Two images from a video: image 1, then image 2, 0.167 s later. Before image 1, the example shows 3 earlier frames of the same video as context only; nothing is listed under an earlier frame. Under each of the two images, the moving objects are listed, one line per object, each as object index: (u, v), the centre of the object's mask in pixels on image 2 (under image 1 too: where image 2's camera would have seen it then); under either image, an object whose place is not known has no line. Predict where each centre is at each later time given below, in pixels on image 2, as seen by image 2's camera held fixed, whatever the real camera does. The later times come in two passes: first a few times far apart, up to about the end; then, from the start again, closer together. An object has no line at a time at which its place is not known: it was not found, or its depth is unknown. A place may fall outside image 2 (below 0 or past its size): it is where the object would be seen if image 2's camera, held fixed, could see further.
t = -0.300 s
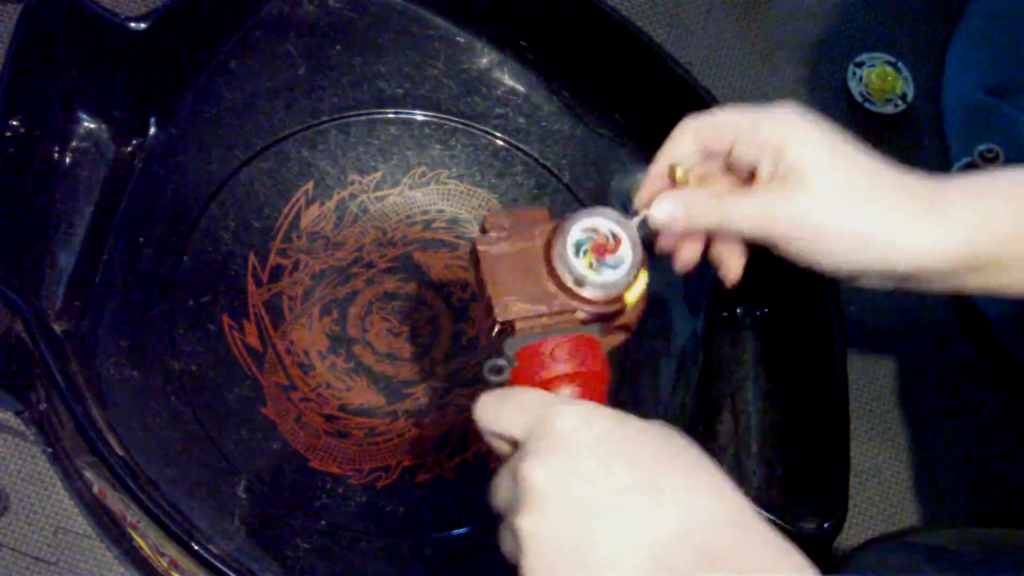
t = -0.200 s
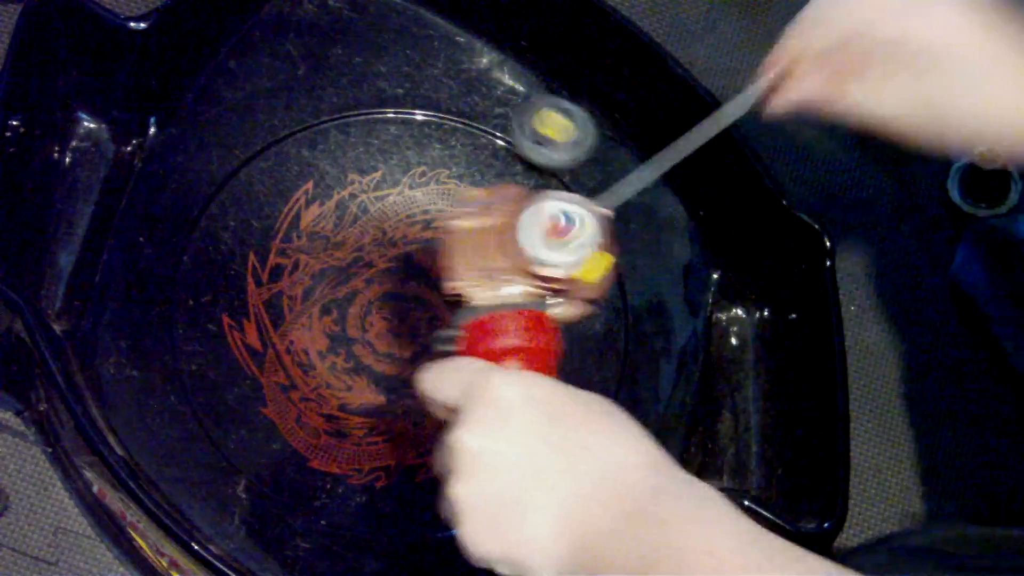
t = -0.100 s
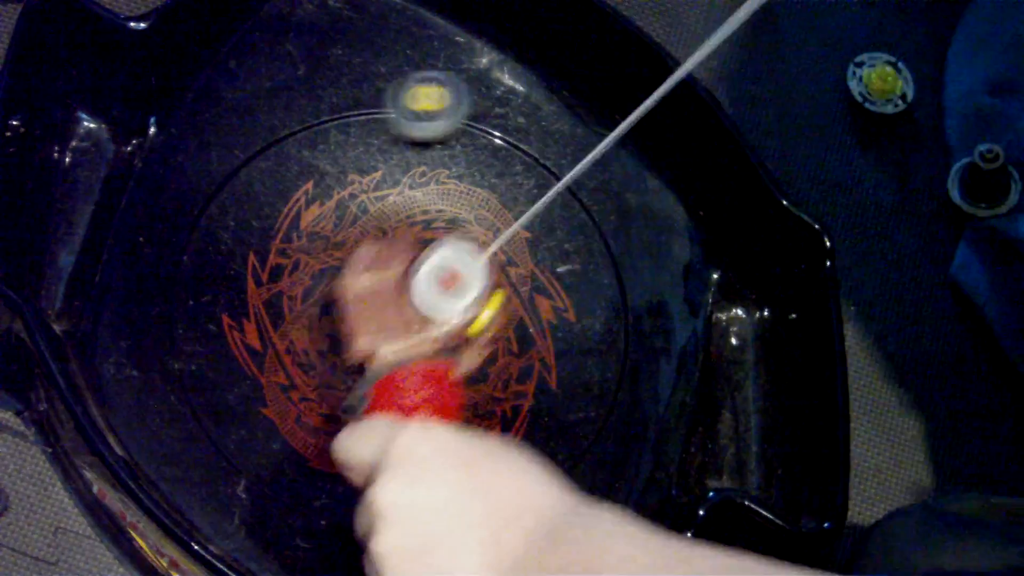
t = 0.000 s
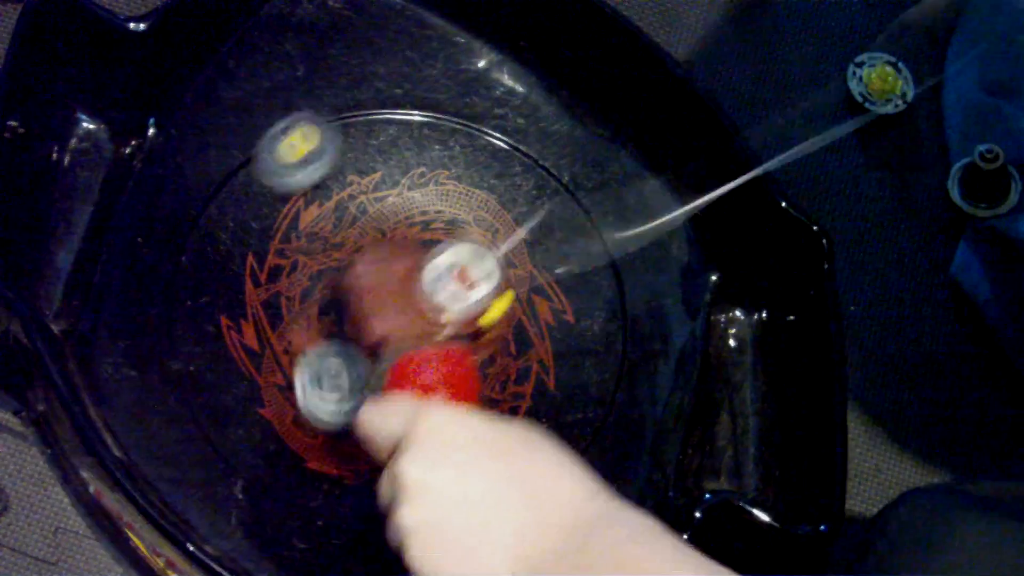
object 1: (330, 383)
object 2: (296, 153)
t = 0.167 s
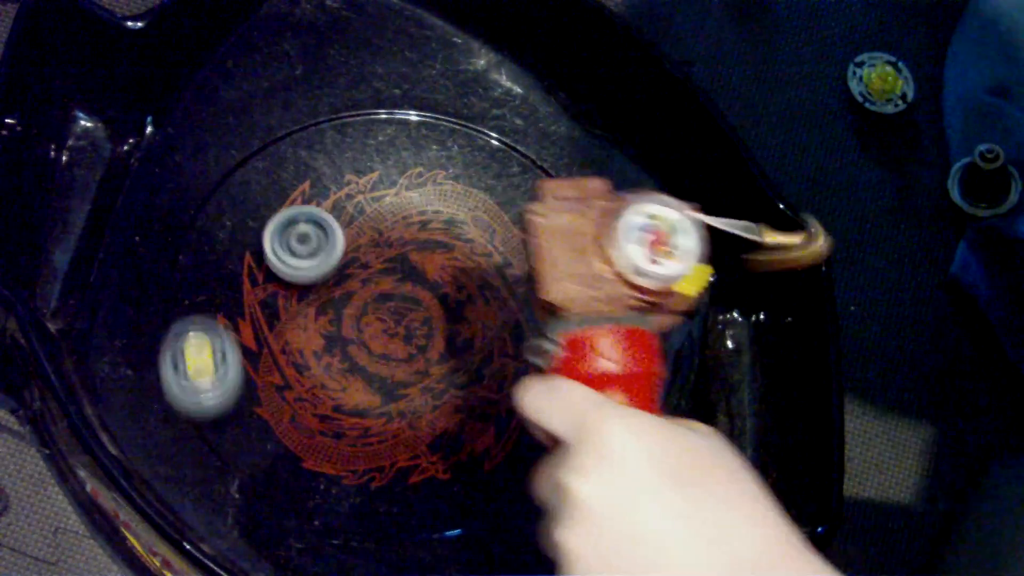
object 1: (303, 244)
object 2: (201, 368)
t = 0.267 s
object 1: (319, 210)
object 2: (275, 499)
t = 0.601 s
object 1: (405, 258)
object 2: (519, 536)
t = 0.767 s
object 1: (406, 271)
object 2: (545, 394)
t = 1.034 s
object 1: (393, 270)
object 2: (359, 174)
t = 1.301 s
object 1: (380, 260)
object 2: (146, 380)
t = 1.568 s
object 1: (368, 246)
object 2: (427, 552)
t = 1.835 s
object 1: (335, 248)
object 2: (621, 360)
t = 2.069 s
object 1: (306, 304)
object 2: (488, 130)
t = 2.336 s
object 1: (334, 344)
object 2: (176, 275)
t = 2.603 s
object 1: (378, 357)
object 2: (400, 518)
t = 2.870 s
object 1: (421, 361)
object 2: (605, 311)
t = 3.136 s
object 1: (466, 356)
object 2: (395, 111)
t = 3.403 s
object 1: (499, 307)
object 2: (176, 334)
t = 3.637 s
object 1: (440, 233)
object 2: (403, 511)
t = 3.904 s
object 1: (344, 259)
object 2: (621, 326)
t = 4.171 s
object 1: (333, 316)
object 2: (417, 114)
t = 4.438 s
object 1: (352, 381)
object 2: (185, 279)
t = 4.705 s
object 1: (427, 400)
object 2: (391, 518)
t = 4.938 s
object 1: (486, 357)
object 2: (612, 382)
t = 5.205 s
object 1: (470, 293)
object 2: (497, 143)
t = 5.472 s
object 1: (427, 296)
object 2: (227, 226)
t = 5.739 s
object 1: (387, 320)
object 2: (316, 504)
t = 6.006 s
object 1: (347, 348)
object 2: (597, 415)
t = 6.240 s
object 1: (327, 383)
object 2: (553, 206)
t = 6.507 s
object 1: (409, 398)
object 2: (278, 196)
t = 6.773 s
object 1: (440, 384)
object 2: (252, 465)
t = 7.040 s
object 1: (426, 373)
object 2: (543, 477)
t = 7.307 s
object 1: (397, 362)
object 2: (556, 243)
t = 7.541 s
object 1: (369, 353)
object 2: (328, 171)
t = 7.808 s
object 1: (344, 345)
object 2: (197, 389)
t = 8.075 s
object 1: (318, 337)
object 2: (444, 517)
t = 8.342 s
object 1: (314, 355)
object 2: (578, 315)
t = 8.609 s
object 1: (350, 376)
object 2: (389, 152)
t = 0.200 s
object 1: (297, 239)
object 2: (215, 417)
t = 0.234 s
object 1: (308, 221)
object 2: (238, 464)
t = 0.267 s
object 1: (319, 210)
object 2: (275, 499)
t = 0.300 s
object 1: (330, 208)
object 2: (315, 531)
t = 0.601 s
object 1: (405, 258)
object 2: (519, 536)
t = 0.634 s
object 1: (406, 262)
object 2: (523, 510)
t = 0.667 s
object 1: (407, 265)
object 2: (528, 485)
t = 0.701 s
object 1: (407, 268)
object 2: (534, 456)
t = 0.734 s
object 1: (407, 269)
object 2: (540, 428)
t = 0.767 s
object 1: (406, 271)
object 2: (545, 394)
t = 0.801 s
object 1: (404, 272)
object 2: (546, 357)
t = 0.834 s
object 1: (403, 272)
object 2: (540, 319)
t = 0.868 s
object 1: (401, 272)
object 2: (527, 285)
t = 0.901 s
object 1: (400, 272)
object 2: (506, 252)
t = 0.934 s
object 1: (398, 272)
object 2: (477, 222)
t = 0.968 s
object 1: (396, 271)
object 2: (440, 198)
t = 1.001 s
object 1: (395, 270)
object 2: (401, 182)
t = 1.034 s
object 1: (393, 270)
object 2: (359, 174)
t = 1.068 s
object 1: (391, 268)
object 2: (316, 175)
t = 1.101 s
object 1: (390, 268)
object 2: (276, 184)
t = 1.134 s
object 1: (388, 267)
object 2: (240, 201)
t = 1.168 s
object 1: (386, 265)
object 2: (205, 226)
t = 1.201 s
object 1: (385, 264)
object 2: (177, 257)
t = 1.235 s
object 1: (383, 263)
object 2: (161, 296)
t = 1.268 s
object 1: (382, 262)
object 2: (150, 337)
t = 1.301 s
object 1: (380, 260)
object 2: (146, 380)
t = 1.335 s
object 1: (379, 258)
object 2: (151, 423)
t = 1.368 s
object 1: (377, 257)
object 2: (176, 459)
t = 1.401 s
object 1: (376, 255)
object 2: (210, 491)
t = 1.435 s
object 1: (375, 254)
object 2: (248, 519)
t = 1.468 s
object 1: (373, 252)
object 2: (290, 538)
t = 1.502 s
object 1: (372, 250)
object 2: (333, 547)
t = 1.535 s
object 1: (370, 248)
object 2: (379, 551)
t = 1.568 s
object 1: (368, 246)
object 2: (427, 552)
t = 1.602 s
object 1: (366, 244)
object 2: (469, 548)
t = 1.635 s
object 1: (364, 242)
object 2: (509, 540)
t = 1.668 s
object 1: (361, 239)
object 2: (542, 523)
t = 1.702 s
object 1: (358, 238)
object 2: (570, 497)
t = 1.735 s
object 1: (353, 237)
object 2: (591, 467)
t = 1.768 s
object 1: (347, 239)
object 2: (607, 435)
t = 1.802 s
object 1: (341, 243)
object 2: (618, 397)
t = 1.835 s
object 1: (335, 248)
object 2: (621, 360)
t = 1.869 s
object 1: (328, 255)
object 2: (618, 321)
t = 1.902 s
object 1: (322, 263)
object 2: (608, 281)
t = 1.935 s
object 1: (317, 271)
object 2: (593, 246)
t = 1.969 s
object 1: (312, 280)
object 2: (574, 211)
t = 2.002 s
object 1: (309, 288)
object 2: (549, 179)
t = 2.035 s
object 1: (306, 296)
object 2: (521, 153)
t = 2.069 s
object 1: (306, 304)
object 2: (488, 130)
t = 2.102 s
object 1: (308, 311)
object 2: (444, 116)
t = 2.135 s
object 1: (311, 317)
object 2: (395, 111)
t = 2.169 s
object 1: (314, 324)
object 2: (351, 113)
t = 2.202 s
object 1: (318, 329)
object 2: (303, 126)
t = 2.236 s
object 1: (321, 334)
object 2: (259, 150)
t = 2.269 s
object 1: (325, 338)
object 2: (220, 184)
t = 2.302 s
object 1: (330, 341)
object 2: (192, 227)
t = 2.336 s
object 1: (334, 344)
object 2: (176, 275)
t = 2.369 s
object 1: (340, 346)
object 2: (173, 326)
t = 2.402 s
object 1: (345, 349)
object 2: (183, 374)
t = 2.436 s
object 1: (350, 351)
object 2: (204, 418)
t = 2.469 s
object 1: (355, 353)
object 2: (233, 455)
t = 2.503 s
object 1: (361, 354)
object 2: (269, 483)
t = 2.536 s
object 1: (367, 355)
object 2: (310, 504)
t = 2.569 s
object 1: (372, 356)
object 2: (355, 515)
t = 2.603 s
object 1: (378, 357)
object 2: (400, 518)
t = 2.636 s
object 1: (383, 358)
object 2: (444, 511)
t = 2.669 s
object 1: (389, 359)
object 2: (485, 497)
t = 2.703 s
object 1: (394, 360)
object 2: (521, 476)
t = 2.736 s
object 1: (399, 360)
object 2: (551, 449)
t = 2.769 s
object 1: (405, 360)
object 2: (575, 418)
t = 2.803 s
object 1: (410, 361)
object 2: (592, 384)
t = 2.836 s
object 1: (416, 361)
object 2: (602, 348)
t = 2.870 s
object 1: (421, 361)
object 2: (605, 311)
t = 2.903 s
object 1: (427, 361)
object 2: (601, 273)
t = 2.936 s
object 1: (433, 361)
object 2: (590, 237)
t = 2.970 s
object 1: (439, 360)
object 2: (575, 204)
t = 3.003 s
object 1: (444, 359)
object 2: (553, 172)
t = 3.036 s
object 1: (449, 359)
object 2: (520, 149)
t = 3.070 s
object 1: (455, 358)
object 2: (480, 130)
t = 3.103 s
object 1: (461, 357)
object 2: (441, 116)
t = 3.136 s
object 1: (466, 356)
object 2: (395, 111)
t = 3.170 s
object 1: (472, 355)
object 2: (349, 115)
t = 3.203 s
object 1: (478, 353)
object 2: (304, 127)
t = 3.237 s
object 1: (484, 350)
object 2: (264, 147)
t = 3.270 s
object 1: (489, 345)
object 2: (229, 178)
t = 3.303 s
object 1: (494, 339)
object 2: (202, 212)
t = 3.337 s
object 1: (497, 330)
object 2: (184, 251)
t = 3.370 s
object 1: (499, 319)
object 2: (175, 292)
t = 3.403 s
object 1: (499, 307)
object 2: (176, 334)
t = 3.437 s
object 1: (497, 296)
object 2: (187, 375)
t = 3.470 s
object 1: (493, 284)
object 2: (208, 413)
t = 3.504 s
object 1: (488, 272)
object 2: (236, 448)
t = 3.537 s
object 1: (479, 260)
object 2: (273, 476)
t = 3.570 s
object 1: (468, 249)
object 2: (313, 495)
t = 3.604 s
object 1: (455, 240)
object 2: (358, 507)
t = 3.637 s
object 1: (440, 233)
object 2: (403, 511)
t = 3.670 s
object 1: (424, 229)
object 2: (447, 507)
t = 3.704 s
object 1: (408, 229)
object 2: (489, 496)
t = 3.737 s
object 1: (392, 231)
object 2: (526, 478)
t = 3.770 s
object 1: (379, 235)
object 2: (558, 455)
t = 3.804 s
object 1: (367, 241)
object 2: (585, 428)
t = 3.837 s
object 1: (358, 247)
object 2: (605, 397)
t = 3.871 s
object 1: (350, 253)
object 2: (619, 364)
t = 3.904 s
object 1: (344, 259)
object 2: (621, 326)
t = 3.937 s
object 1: (339, 266)
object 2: (616, 287)
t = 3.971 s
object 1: (336, 273)
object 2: (605, 251)
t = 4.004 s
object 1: (334, 280)
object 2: (587, 217)
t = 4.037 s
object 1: (332, 287)
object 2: (561, 184)
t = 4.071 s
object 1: (332, 295)
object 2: (532, 159)
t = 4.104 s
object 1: (331, 302)
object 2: (496, 137)
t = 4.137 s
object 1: (332, 309)
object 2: (455, 121)
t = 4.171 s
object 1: (333, 316)
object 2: (417, 114)
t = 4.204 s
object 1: (334, 325)
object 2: (376, 114)
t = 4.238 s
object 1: (335, 332)
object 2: (336, 118)
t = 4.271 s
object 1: (337, 340)
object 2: (299, 130)
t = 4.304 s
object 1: (339, 349)
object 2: (265, 150)
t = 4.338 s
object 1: (342, 357)
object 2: (237, 174)
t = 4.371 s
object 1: (345, 365)
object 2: (212, 205)
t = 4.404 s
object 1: (348, 373)
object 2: (194, 240)
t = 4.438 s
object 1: (352, 381)
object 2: (185, 279)
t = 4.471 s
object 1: (356, 389)
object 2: (185, 320)
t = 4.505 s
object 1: (363, 397)
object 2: (193, 361)
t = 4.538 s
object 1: (372, 403)
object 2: (211, 402)
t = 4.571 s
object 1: (382, 407)
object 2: (235, 438)
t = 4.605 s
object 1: (394, 408)
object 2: (268, 469)
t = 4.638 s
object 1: (405, 406)
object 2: (306, 492)
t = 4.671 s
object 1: (416, 403)
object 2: (347, 509)
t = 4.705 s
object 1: (427, 400)
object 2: (391, 518)
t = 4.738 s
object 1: (437, 396)
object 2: (434, 521)
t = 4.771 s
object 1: (447, 393)
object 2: (475, 518)
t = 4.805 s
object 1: (458, 389)
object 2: (514, 504)
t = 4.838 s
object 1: (468, 384)
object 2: (548, 479)
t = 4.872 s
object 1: (476, 377)
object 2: (575, 448)
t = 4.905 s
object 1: (482, 368)
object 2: (598, 417)
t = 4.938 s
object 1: (486, 357)
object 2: (612, 382)
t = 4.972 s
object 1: (489, 347)
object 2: (619, 344)
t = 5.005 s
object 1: (490, 335)
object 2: (619, 307)
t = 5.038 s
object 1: (489, 325)
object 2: (611, 272)
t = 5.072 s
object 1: (487, 316)
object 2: (598, 238)
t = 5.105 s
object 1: (483, 307)
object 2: (579, 208)
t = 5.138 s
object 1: (479, 301)
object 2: (556, 182)
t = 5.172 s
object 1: (475, 296)
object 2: (529, 161)
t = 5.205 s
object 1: (470, 293)
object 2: (497, 143)
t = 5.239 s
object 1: (465, 291)
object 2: (462, 132)
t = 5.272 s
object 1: (459, 289)
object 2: (426, 126)
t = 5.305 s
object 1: (454, 289)
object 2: (388, 127)
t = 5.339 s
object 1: (449, 289)
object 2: (350, 136)
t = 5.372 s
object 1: (443, 290)
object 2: (313, 148)
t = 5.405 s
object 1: (438, 292)
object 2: (279, 168)
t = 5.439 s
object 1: (432, 293)
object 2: (251, 194)
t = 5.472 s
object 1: (427, 296)
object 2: (227, 226)
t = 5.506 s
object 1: (422, 298)
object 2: (210, 262)
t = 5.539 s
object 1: (417, 301)
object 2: (201, 300)
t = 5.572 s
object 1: (411, 304)
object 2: (201, 340)
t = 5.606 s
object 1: (407, 307)
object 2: (209, 381)
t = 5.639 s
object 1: (402, 311)
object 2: (226, 419)
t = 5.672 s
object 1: (397, 314)
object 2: (250, 453)
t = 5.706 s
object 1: (392, 317)
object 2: (281, 482)
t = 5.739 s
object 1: (387, 320)
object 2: (316, 504)
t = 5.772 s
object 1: (382, 323)
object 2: (354, 520)
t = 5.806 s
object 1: (377, 326)
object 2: (394, 529)
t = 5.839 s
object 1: (372, 330)
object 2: (438, 527)
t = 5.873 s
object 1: (366, 333)
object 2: (480, 516)
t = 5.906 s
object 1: (361, 337)
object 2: (517, 499)
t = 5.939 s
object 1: (356, 341)
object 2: (551, 475)
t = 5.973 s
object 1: (352, 344)
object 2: (577, 446)
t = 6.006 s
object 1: (347, 348)
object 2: (597, 415)
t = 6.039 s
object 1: (342, 352)
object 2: (610, 383)
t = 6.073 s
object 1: (338, 357)
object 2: (616, 351)
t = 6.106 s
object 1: (334, 361)
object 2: (615, 319)
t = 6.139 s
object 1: (329, 366)
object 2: (608, 288)
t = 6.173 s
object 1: (326, 371)
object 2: (595, 257)
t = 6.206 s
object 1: (325, 377)
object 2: (576, 230)
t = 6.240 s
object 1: (327, 383)
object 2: (553, 206)
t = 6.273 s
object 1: (332, 390)
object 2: (525, 184)
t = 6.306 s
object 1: (341, 395)
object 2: (495, 170)
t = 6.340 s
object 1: (353, 399)
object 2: (458, 158)
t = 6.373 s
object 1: (365, 401)
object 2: (421, 154)
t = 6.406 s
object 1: (378, 402)
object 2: (383, 155)
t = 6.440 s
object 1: (389, 401)
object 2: (345, 163)
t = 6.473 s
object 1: (399, 400)
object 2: (308, 178)
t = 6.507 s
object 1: (409, 398)
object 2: (278, 196)
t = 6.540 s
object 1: (417, 397)
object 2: (249, 222)
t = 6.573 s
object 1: (423, 395)
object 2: (228, 252)
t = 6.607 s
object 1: (429, 394)
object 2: (213, 286)
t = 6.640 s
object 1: (433, 392)
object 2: (205, 323)
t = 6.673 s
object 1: (436, 390)
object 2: (205, 360)
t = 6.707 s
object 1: (438, 388)
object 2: (214, 398)
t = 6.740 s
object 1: (440, 386)
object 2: (229, 433)
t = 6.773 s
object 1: (440, 384)
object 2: (252, 465)
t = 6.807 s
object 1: (440, 383)
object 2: (281, 491)
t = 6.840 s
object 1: (440, 381)
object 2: (315, 512)
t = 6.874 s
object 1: (438, 380)
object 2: (355, 524)
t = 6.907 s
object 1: (436, 379)
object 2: (398, 527)
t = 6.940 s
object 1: (434, 377)
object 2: (440, 525)
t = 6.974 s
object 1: (432, 376)
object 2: (480, 516)
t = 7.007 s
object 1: (429, 375)
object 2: (515, 499)
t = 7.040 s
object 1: (426, 373)
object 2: (543, 477)
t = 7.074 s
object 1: (422, 372)
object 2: (567, 452)
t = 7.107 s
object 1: (419, 371)
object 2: (584, 424)
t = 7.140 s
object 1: (415, 369)
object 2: (594, 394)
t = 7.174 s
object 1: (412, 368)
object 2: (599, 363)
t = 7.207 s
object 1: (408, 366)
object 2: (597, 330)
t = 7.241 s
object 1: (404, 365)
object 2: (589, 299)
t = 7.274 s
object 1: (400, 364)
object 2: (575, 270)
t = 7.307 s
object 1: (397, 362)
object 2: (556, 243)
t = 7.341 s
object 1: (392, 361)
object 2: (532, 217)
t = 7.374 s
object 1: (389, 360)
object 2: (506, 198)
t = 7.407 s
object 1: (385, 358)
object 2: (474, 182)
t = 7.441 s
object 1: (380, 357)
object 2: (438, 169)
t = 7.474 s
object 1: (377, 356)
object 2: (403, 164)
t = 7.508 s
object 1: (373, 354)
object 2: (364, 165)
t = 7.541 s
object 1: (369, 353)
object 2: (328, 171)
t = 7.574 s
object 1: (365, 352)
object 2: (295, 184)
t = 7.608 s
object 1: (362, 351)
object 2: (263, 201)
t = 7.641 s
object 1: (359, 350)
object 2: (237, 224)
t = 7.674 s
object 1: (355, 349)
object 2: (215, 253)
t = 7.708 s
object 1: (352, 349)
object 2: (200, 284)
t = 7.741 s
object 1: (349, 347)
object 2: (191, 318)
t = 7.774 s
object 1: (346, 346)
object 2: (190, 353)
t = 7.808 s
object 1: (344, 345)
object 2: (197, 389)
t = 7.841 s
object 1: (341, 344)
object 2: (211, 423)
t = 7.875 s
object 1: (338, 343)
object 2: (231, 455)
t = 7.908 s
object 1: (335, 342)
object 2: (260, 481)
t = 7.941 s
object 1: (332, 341)
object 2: (296, 501)
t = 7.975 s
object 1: (329, 340)
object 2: (333, 515)
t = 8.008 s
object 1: (325, 340)
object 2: (370, 522)
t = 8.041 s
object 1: (322, 338)
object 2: (408, 523)
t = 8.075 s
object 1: (318, 337)
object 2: (444, 517)
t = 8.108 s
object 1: (314, 337)
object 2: (478, 505)
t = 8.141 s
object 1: (311, 336)
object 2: (508, 488)
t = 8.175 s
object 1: (308, 336)
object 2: (534, 465)
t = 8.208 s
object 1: (306, 338)
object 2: (554, 439)
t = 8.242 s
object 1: (306, 340)
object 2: (569, 410)
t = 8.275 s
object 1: (308, 344)
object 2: (578, 379)
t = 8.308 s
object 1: (311, 349)
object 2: (581, 347)
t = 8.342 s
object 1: (314, 355)
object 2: (578, 315)
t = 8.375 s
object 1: (319, 359)
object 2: (569, 284)
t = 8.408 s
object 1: (324, 364)
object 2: (556, 255)
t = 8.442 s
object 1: (329, 368)
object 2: (537, 227)
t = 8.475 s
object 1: (334, 371)
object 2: (514, 204)
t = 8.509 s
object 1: (338, 373)
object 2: (489, 185)
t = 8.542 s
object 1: (343, 375)
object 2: (457, 168)
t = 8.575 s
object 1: (347, 376)
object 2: (422, 157)
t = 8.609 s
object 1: (350, 376)
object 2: (389, 152)
